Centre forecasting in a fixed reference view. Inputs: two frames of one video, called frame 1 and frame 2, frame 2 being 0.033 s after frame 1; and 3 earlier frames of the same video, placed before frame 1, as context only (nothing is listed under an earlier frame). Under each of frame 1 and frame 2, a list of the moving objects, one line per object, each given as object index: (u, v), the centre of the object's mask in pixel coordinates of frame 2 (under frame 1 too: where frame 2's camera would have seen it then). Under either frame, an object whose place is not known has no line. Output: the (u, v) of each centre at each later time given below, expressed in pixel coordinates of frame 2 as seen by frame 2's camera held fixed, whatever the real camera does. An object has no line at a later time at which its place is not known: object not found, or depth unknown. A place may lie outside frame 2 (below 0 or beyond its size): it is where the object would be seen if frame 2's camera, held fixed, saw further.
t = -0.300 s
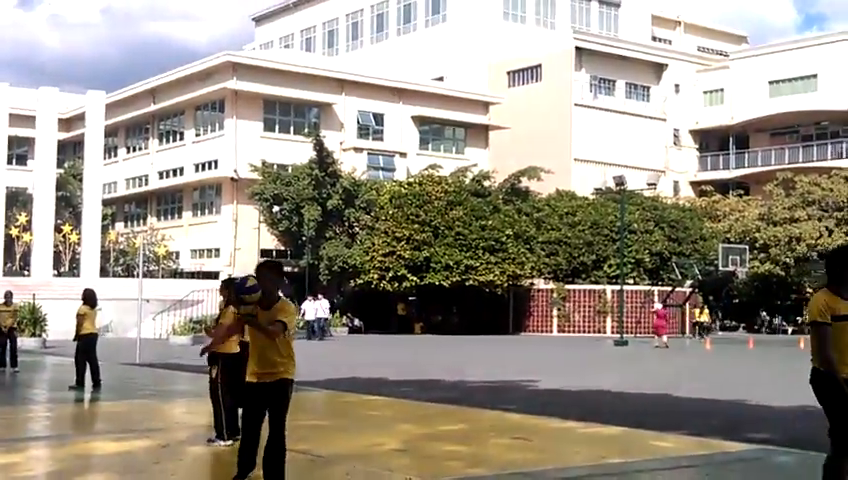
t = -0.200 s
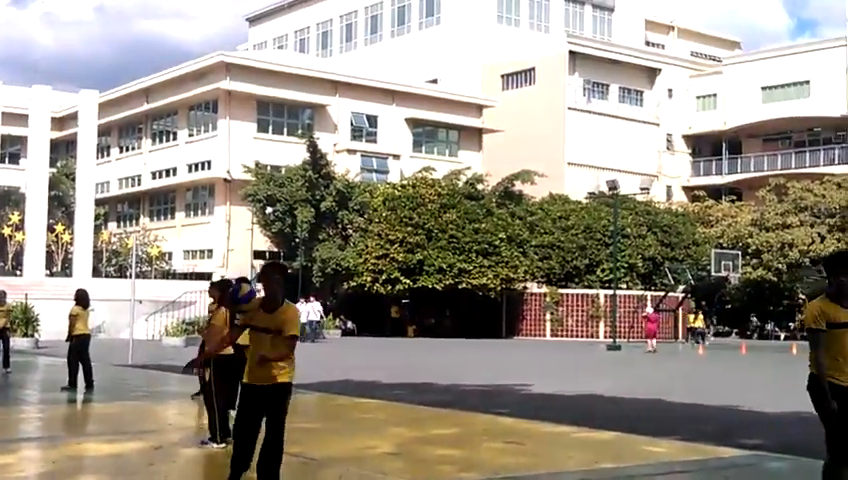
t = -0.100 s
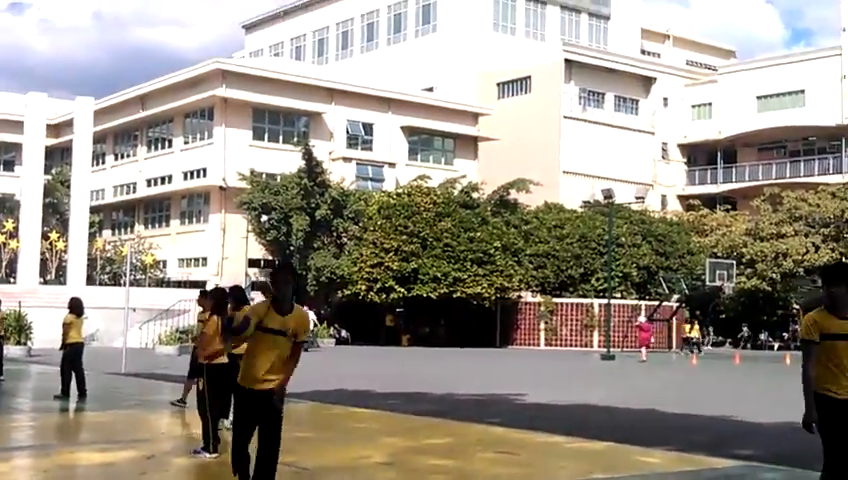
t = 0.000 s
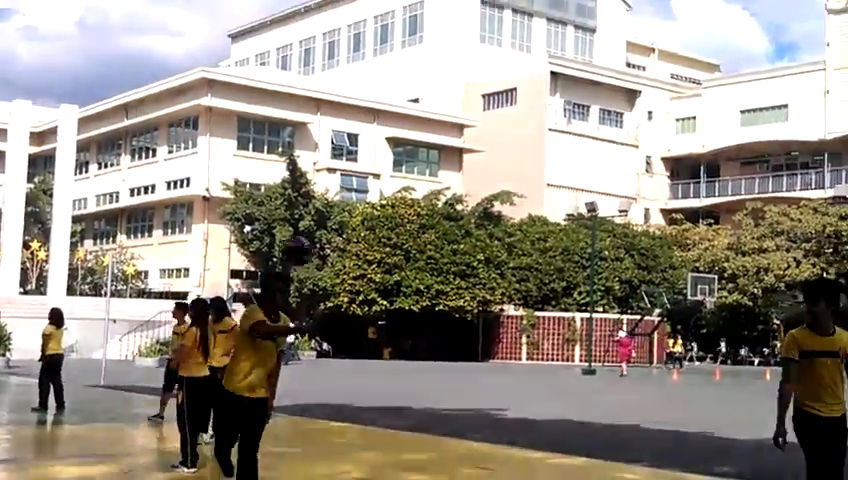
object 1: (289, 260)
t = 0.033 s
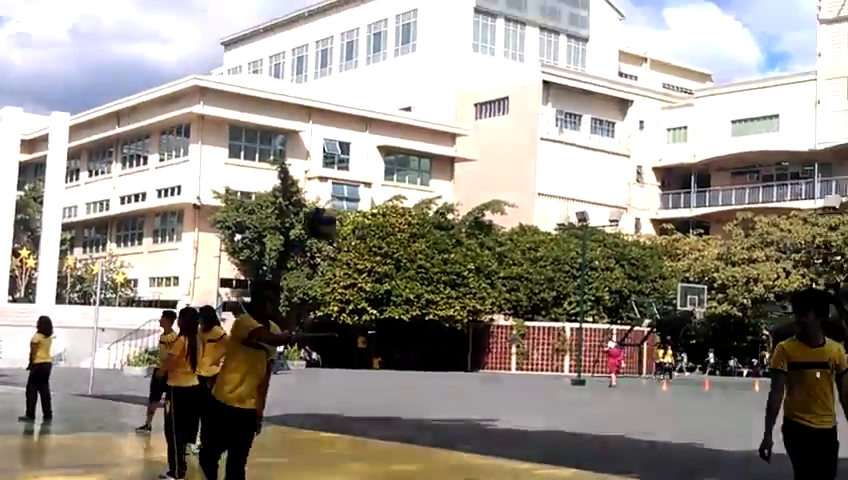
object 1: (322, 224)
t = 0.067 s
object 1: (356, 180)
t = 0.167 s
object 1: (469, 68)
